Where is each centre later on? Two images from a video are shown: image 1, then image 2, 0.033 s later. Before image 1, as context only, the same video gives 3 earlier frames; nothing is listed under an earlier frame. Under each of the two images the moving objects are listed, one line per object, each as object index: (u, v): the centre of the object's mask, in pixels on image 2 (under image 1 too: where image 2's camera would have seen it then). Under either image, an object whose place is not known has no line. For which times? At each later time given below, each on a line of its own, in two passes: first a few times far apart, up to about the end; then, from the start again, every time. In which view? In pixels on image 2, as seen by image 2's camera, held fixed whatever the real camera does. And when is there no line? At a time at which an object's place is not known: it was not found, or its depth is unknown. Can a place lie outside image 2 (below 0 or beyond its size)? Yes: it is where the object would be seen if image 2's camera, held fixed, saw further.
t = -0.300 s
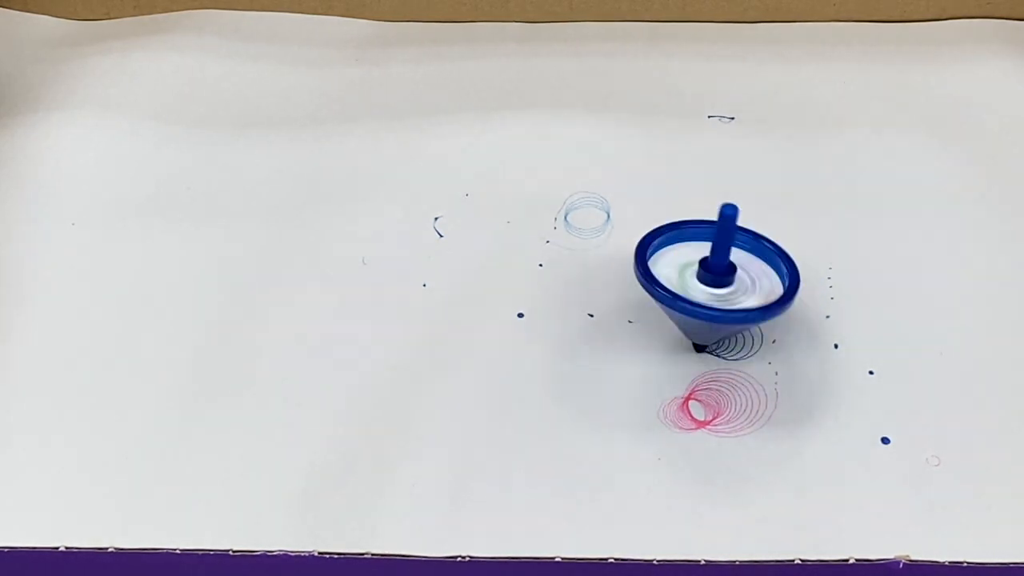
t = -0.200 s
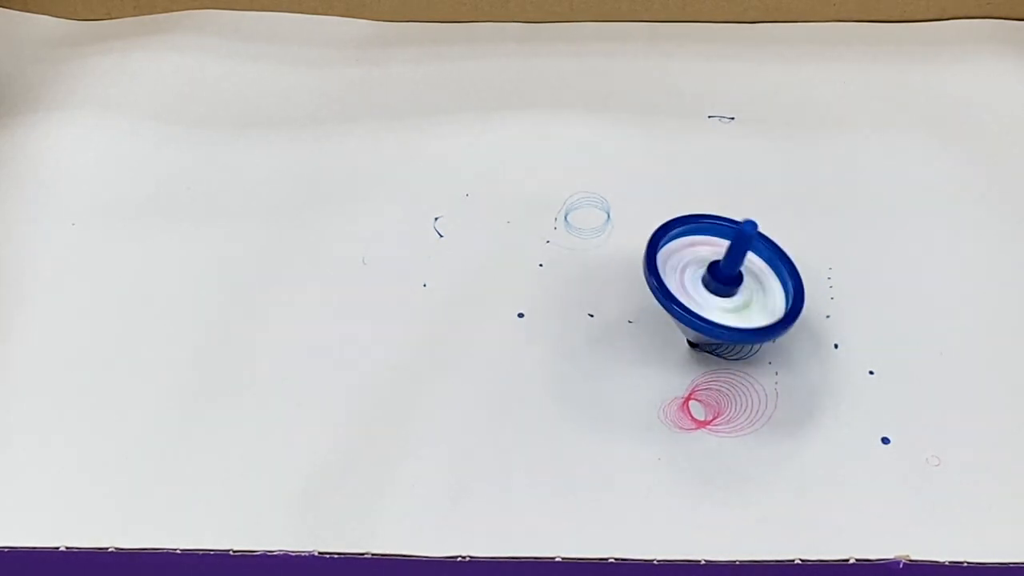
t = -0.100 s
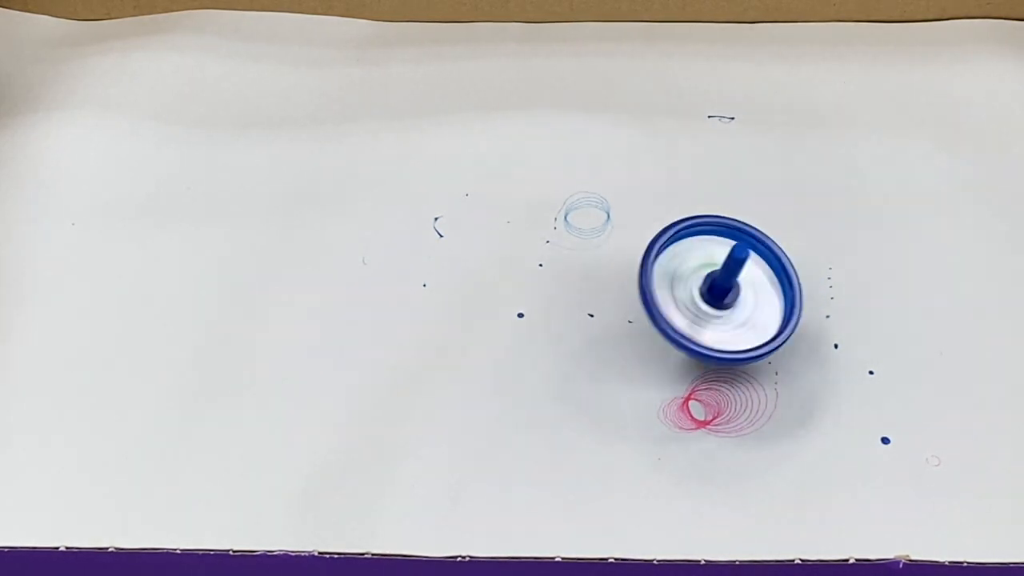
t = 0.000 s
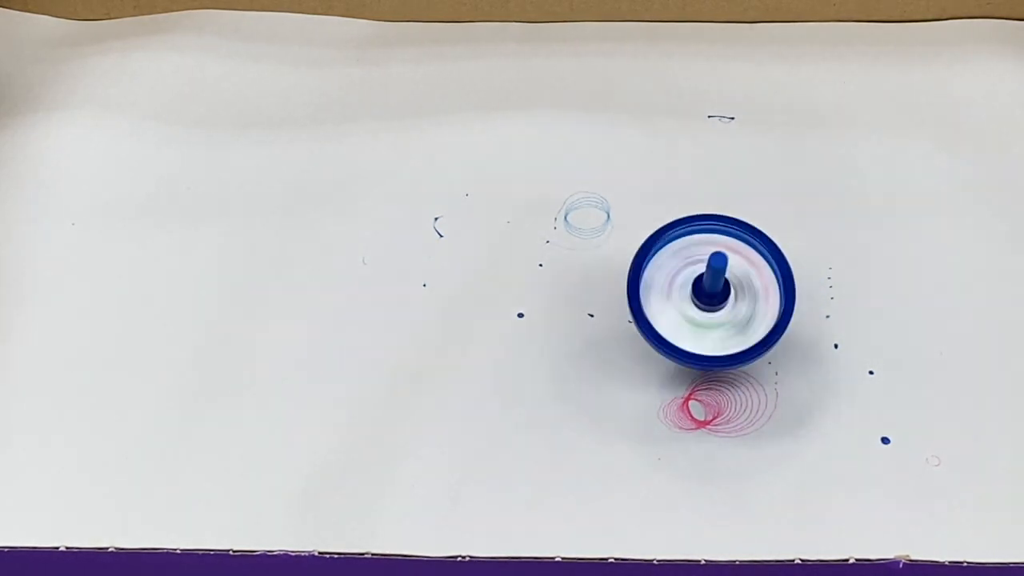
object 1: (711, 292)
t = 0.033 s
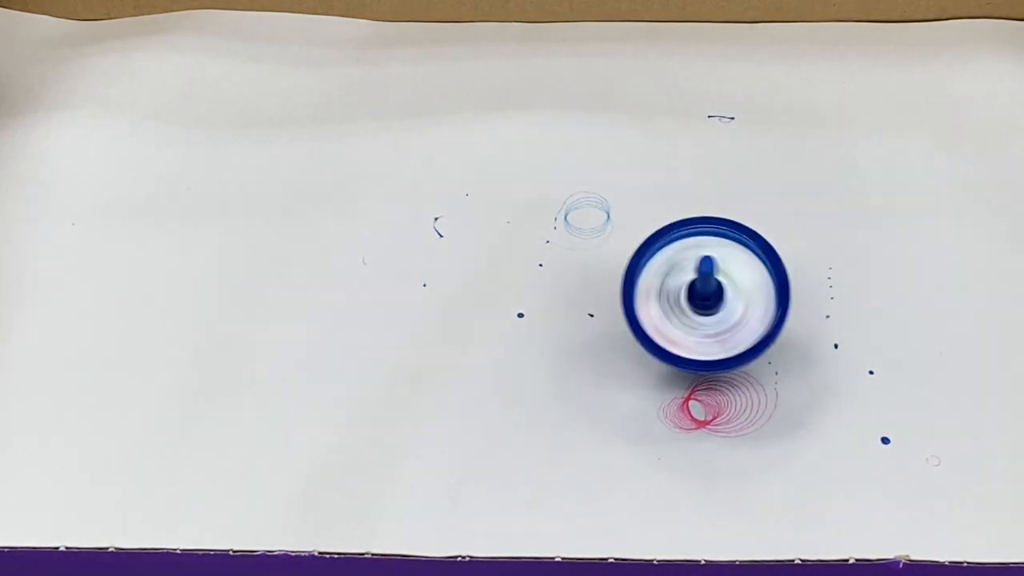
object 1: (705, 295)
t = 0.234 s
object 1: (691, 281)
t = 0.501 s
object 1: (715, 278)
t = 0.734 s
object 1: (711, 294)
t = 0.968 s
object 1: (688, 279)
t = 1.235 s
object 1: (714, 278)
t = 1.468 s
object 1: (704, 295)
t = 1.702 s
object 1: (682, 278)
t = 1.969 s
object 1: (712, 277)
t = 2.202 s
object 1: (694, 293)
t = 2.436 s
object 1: (681, 274)
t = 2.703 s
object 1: (710, 281)
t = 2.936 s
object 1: (680, 288)
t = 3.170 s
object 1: (689, 273)
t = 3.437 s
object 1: (706, 294)
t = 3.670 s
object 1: (671, 281)
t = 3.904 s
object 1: (702, 275)
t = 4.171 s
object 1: (676, 298)
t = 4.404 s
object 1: (681, 273)
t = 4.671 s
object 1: (699, 303)
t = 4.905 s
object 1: (662, 278)
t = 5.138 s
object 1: (711, 284)
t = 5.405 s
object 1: (657, 290)
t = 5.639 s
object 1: (701, 275)
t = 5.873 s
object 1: (670, 304)
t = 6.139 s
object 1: (687, 270)
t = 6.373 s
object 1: (683, 309)
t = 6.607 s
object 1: (659, 271)
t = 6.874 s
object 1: (692, 308)
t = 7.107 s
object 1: (646, 275)
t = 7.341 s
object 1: (710, 298)
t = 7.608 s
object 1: (637, 282)
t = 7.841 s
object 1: (711, 297)
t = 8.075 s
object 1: (624, 299)
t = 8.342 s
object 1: (703, 289)
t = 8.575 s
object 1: (623, 311)
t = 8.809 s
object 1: (680, 278)
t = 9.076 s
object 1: (638, 320)
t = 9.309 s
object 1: (660, 278)
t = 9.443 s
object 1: (694, 292)
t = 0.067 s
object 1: (701, 292)
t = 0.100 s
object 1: (695, 291)
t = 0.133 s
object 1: (694, 287)
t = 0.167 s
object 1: (692, 285)
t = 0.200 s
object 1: (693, 281)
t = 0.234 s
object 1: (691, 281)
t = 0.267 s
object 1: (695, 278)
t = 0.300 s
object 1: (695, 278)
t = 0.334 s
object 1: (700, 276)
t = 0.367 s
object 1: (701, 276)
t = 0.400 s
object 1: (707, 276)
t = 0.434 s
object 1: (708, 276)
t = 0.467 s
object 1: (714, 278)
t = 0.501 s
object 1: (715, 278)
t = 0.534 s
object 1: (721, 281)
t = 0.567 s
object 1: (720, 283)
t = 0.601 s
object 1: (721, 287)
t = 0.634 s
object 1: (717, 287)
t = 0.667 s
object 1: (717, 291)
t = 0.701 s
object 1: (712, 291)
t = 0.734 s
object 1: (711, 294)
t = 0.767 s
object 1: (705, 293)
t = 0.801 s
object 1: (702, 295)
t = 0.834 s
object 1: (696, 293)
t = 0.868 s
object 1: (692, 292)
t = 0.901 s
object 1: (688, 286)
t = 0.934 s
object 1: (688, 284)
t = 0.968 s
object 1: (688, 279)
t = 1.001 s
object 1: (690, 279)
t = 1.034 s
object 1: (692, 276)
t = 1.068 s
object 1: (694, 277)
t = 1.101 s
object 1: (697, 275)
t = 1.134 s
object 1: (701, 275)
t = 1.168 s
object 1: (705, 275)
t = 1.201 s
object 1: (710, 277)
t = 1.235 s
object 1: (714, 278)
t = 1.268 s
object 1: (717, 281)
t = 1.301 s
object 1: (717, 282)
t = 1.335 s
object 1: (716, 286)
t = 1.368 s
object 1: (715, 286)
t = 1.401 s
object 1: (713, 291)
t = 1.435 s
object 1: (709, 291)
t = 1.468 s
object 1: (704, 295)
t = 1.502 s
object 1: (699, 293)
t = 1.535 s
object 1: (694, 294)
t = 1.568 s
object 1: (690, 290)
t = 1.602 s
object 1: (685, 290)
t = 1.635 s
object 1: (684, 284)
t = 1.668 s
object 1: (682, 283)
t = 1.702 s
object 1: (682, 278)
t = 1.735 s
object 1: (684, 277)
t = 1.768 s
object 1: (688, 274)
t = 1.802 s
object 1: (692, 274)
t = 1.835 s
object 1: (697, 273)
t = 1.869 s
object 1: (702, 274)
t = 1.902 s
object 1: (707, 274)
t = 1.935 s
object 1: (710, 277)
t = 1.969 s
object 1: (712, 277)
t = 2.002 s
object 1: (713, 281)
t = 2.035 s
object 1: (713, 281)
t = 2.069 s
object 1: (713, 287)
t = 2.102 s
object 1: (710, 288)
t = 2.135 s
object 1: (705, 292)
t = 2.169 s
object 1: (699, 292)
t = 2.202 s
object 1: (694, 293)
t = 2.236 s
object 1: (688, 289)
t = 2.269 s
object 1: (685, 289)
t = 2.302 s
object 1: (681, 285)
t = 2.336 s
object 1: (680, 283)
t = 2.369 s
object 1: (677, 279)
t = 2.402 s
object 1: (680, 276)
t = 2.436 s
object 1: (681, 274)
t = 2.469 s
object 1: (686, 273)
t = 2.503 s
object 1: (690, 272)
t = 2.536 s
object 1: (698, 272)
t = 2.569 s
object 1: (700, 272)
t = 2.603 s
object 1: (706, 275)
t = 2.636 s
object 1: (706, 275)
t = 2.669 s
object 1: (711, 278)
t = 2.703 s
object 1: (710, 281)
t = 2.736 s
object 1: (713, 285)
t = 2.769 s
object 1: (708, 289)
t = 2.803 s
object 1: (706, 292)
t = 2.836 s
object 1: (697, 295)
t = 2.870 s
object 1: (692, 294)
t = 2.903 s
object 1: (683, 293)
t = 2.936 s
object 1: (680, 288)
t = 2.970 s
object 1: (676, 286)
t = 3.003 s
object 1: (676, 281)
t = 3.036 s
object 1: (675, 280)
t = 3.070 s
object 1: (677, 276)
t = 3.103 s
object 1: (679, 275)
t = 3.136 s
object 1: (683, 273)
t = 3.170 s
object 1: (689, 273)
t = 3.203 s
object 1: (694, 272)
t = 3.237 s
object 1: (700, 274)
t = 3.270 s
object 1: (703, 274)
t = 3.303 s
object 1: (708, 278)
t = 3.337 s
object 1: (709, 280)
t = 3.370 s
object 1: (712, 286)
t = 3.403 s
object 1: (708, 289)
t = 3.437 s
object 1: (706, 294)
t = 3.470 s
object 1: (697, 296)
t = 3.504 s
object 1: (693, 296)
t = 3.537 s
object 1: (683, 296)
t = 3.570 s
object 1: (678, 292)
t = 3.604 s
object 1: (672, 289)
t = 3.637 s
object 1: (672, 283)
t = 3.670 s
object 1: (671, 281)
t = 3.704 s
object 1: (674, 277)
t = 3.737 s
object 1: (677, 276)
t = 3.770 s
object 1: (681, 273)
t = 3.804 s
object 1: (687, 273)
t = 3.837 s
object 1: (691, 273)
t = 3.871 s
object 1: (698, 274)
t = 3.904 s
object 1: (702, 275)
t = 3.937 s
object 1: (709, 279)
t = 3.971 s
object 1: (710, 283)
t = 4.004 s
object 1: (713, 289)
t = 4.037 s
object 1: (706, 294)
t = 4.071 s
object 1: (702, 298)
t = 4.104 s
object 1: (692, 301)
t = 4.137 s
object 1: (686, 299)
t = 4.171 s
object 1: (676, 298)
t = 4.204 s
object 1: (671, 292)
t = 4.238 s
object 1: (667, 289)
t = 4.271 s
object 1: (666, 282)
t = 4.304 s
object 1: (668, 279)
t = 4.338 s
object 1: (670, 276)
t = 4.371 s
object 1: (677, 274)
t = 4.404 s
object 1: (681, 273)
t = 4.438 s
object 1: (690, 273)
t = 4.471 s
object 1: (694, 273)
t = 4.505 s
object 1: (704, 276)
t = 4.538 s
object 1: (708, 280)
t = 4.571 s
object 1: (713, 285)
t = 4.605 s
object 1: (711, 292)
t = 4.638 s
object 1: (707, 296)
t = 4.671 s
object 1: (699, 303)
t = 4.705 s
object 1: (689, 301)
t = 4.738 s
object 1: (681, 303)
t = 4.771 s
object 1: (671, 298)
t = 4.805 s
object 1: (667, 294)
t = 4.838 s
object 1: (660, 289)
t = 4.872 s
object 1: (662, 282)
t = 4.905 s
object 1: (662, 278)
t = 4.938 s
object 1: (670, 274)
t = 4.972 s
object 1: (675, 273)
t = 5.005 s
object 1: (684, 272)
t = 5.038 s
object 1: (692, 273)
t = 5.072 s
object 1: (700, 274)
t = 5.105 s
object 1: (708, 280)
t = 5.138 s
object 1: (711, 284)
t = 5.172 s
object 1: (712, 292)
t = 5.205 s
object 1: (704, 297)
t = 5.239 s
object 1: (699, 302)
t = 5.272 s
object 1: (687, 304)
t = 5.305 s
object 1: (680, 302)
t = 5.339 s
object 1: (669, 302)
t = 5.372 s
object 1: (662, 295)
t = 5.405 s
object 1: (657, 290)
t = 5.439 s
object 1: (654, 283)
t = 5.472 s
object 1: (658, 278)
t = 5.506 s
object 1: (663, 274)
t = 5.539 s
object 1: (673, 272)
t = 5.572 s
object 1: (681, 271)
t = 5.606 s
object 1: (693, 272)
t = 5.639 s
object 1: (701, 275)
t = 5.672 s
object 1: (709, 280)
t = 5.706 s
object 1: (712, 288)
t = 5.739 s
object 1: (709, 292)
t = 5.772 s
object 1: (703, 300)
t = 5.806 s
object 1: (692, 302)
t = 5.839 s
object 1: (683, 305)
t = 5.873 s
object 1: (670, 304)
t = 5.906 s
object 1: (663, 299)
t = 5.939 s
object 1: (653, 295)
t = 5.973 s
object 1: (649, 286)
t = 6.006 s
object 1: (649, 281)
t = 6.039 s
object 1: (654, 275)
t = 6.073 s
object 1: (663, 271)
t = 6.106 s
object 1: (673, 269)
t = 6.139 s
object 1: (687, 270)
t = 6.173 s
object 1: (696, 272)
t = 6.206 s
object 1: (707, 278)
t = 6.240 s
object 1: (710, 287)
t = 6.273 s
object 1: (711, 291)
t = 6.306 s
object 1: (704, 301)
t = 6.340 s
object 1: (694, 304)
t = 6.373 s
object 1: (683, 309)
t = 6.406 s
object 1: (667, 307)
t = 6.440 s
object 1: (658, 303)
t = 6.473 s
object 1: (645, 297)
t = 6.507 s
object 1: (642, 286)
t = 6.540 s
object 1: (642, 281)
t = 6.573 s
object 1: (648, 274)
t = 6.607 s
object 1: (659, 271)
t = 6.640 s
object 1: (670, 268)
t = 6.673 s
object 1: (685, 269)
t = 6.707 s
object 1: (694, 272)
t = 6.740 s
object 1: (705, 278)
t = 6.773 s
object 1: (709, 287)
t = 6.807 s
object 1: (710, 292)
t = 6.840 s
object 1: (704, 304)
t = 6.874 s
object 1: (692, 308)
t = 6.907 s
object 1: (679, 314)
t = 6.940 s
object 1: (660, 312)
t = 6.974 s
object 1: (649, 307)
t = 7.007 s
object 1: (636, 299)
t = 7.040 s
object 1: (634, 289)
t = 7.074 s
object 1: (637, 282)
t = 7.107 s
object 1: (646, 275)
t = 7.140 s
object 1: (660, 271)
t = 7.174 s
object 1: (671, 269)
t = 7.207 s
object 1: (686, 272)
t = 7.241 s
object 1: (695, 274)
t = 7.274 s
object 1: (705, 281)
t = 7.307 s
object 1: (710, 290)
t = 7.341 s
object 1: (710, 298)
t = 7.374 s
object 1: (702, 312)
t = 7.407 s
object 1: (687, 316)
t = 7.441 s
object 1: (672, 320)
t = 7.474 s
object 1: (651, 318)
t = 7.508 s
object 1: (639, 308)
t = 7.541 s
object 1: (629, 300)
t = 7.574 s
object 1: (630, 289)
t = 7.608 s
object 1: (637, 282)
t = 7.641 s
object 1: (645, 276)
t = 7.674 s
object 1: (661, 272)
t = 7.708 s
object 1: (671, 272)
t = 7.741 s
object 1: (686, 275)
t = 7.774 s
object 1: (697, 279)
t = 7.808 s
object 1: (705, 286)
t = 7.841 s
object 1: (711, 297)
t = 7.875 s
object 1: (706, 305)
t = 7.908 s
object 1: (698, 316)
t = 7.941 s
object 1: (680, 322)
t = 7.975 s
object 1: (664, 321)
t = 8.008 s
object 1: (645, 320)
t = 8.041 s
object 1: (630, 309)
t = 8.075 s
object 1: (624, 299)
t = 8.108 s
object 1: (624, 291)
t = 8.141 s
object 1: (634, 281)
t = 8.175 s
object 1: (643, 276)
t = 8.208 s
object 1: (659, 271)
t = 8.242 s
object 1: (672, 273)
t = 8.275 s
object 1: (685, 276)
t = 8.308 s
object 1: (697, 282)
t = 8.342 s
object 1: (703, 289)
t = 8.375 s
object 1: (709, 298)
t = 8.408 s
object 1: (704, 310)
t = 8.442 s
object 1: (693, 317)
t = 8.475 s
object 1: (676, 326)
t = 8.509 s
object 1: (656, 324)
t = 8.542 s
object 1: (640, 320)
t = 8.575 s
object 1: (623, 311)
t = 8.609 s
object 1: (620, 298)
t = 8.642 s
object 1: (622, 292)
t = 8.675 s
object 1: (630, 283)
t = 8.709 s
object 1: (644, 277)
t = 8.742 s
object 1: (654, 275)
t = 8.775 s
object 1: (669, 275)
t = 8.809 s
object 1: (680, 278)
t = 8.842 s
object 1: (692, 283)
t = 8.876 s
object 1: (701, 293)
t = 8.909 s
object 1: (706, 300)
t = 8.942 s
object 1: (706, 316)
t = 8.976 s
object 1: (691, 325)
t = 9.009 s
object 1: (675, 329)
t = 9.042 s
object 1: (654, 329)
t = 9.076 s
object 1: (638, 320)
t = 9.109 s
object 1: (627, 312)
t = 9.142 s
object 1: (619, 302)
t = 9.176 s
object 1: (622, 295)
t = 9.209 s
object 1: (627, 290)
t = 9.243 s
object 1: (638, 283)
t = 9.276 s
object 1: (649, 280)
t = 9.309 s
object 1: (660, 278)
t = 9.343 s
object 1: (672, 280)
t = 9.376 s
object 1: (679, 282)
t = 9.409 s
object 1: (688, 287)
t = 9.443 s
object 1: (694, 292)
